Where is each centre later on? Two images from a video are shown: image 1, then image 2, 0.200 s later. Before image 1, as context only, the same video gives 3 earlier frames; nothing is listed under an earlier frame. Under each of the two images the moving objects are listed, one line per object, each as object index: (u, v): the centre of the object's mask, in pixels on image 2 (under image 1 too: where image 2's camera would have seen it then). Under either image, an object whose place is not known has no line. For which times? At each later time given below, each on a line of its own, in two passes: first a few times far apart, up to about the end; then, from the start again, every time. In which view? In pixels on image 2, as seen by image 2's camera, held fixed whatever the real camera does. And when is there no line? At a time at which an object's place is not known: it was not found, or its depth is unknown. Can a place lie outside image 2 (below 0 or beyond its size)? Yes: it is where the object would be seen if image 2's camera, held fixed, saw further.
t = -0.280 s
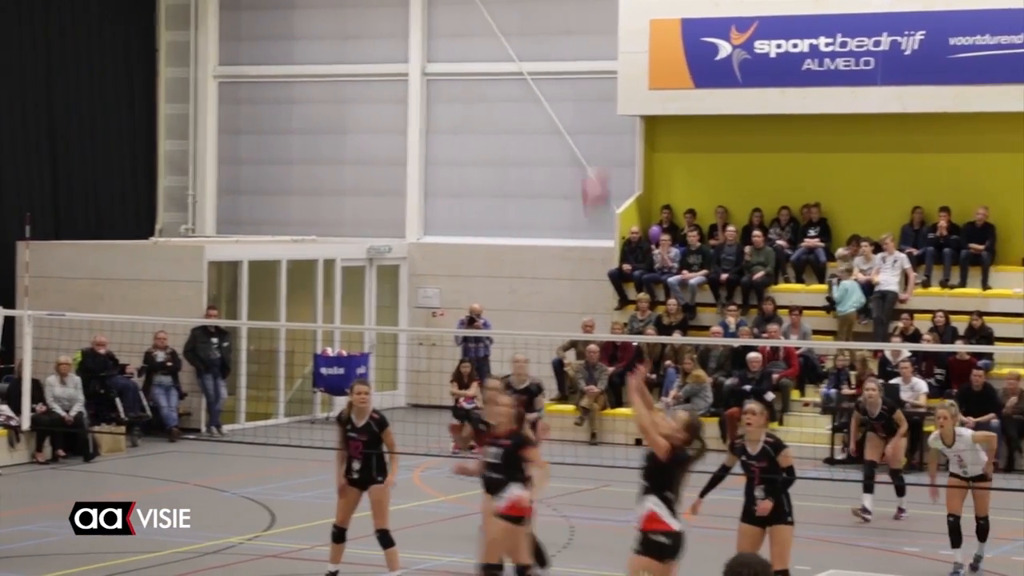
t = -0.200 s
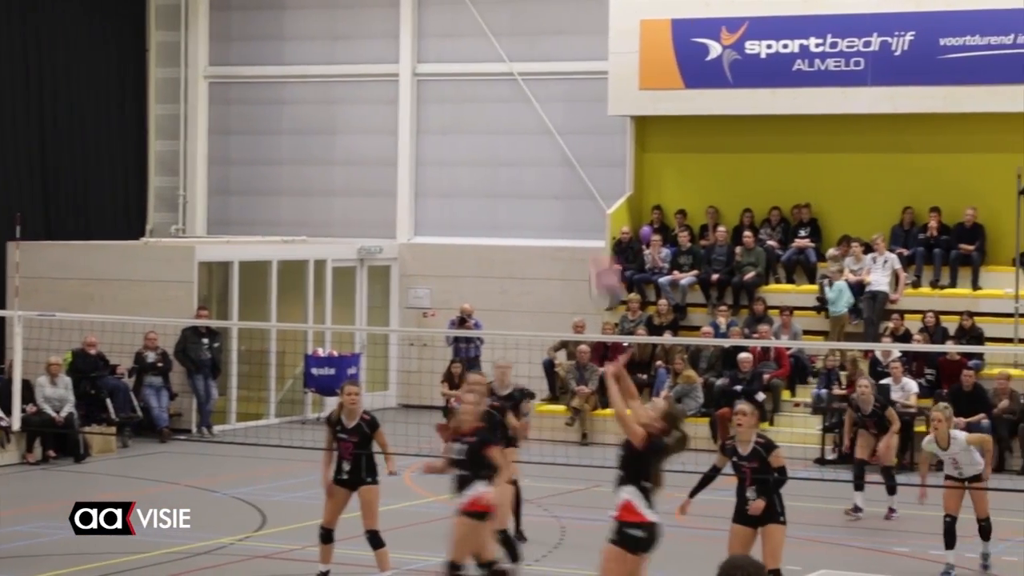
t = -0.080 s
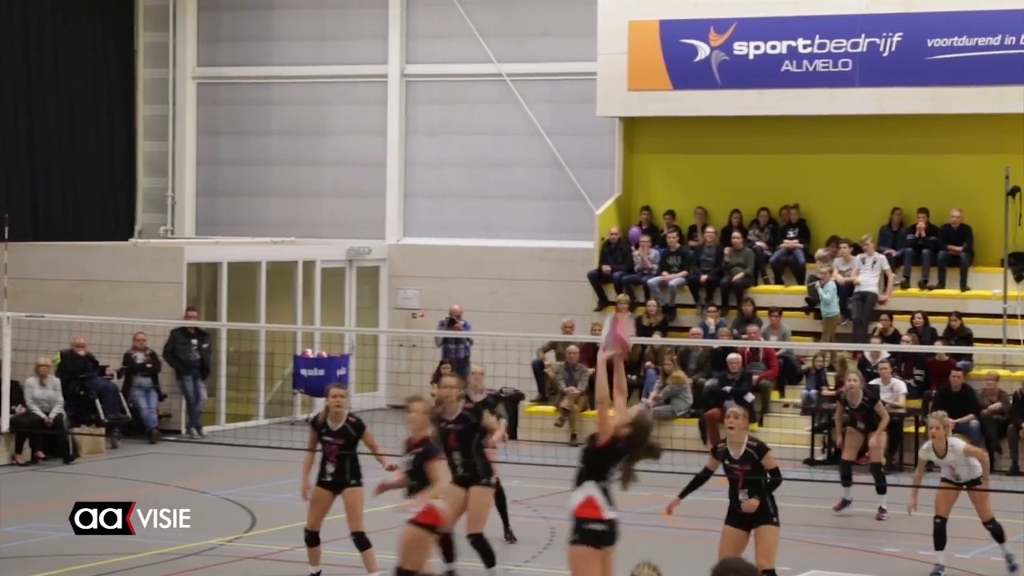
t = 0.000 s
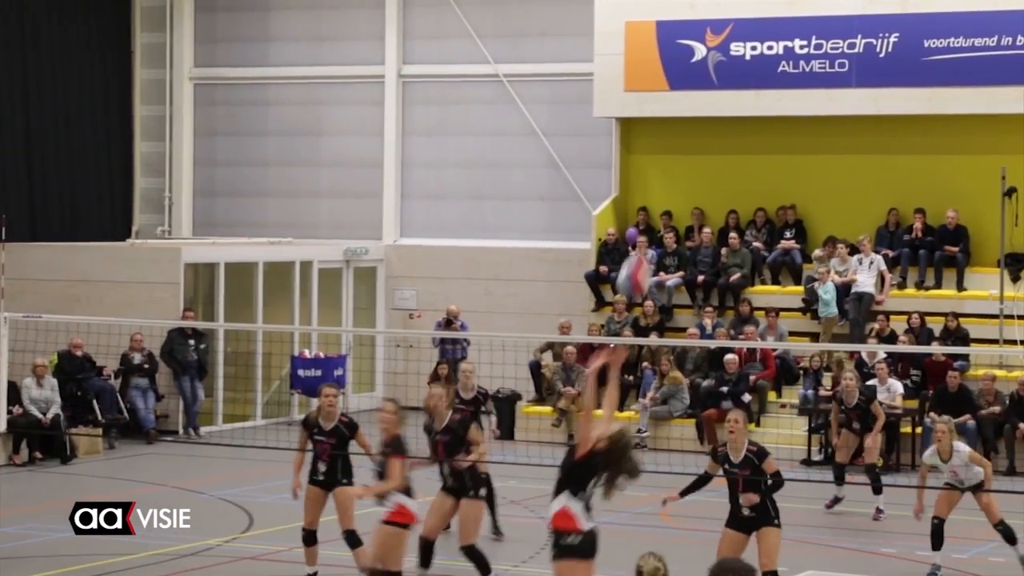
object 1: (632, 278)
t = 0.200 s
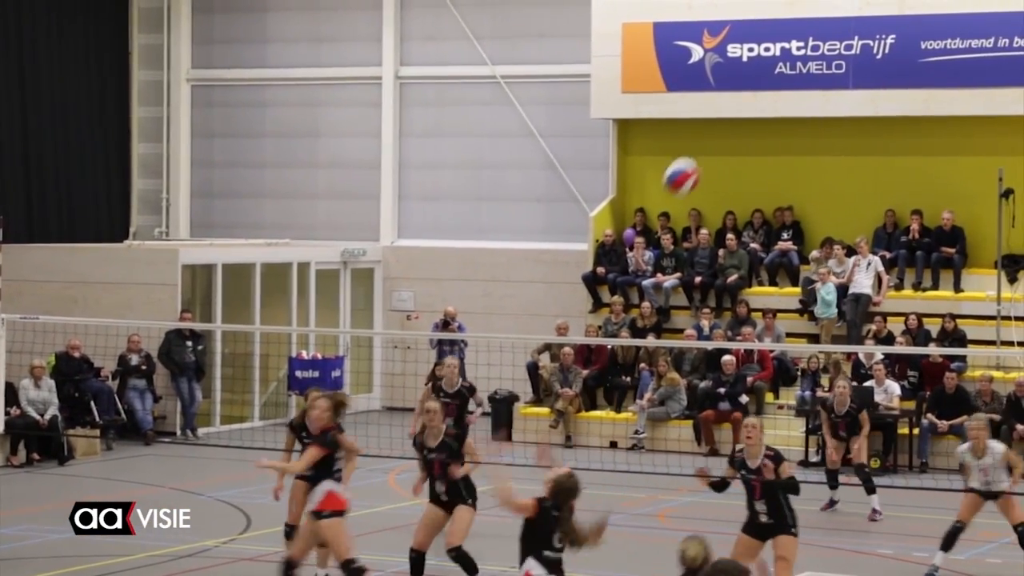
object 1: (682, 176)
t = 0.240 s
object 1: (691, 163)
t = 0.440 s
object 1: (738, 133)
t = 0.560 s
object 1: (766, 144)
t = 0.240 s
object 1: (691, 163)
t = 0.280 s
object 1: (701, 152)
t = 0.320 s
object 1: (710, 143)
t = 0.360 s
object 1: (720, 137)
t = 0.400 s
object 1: (729, 134)
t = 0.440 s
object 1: (738, 133)
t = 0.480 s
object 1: (748, 134)
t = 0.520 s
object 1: (757, 138)
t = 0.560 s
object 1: (766, 144)
